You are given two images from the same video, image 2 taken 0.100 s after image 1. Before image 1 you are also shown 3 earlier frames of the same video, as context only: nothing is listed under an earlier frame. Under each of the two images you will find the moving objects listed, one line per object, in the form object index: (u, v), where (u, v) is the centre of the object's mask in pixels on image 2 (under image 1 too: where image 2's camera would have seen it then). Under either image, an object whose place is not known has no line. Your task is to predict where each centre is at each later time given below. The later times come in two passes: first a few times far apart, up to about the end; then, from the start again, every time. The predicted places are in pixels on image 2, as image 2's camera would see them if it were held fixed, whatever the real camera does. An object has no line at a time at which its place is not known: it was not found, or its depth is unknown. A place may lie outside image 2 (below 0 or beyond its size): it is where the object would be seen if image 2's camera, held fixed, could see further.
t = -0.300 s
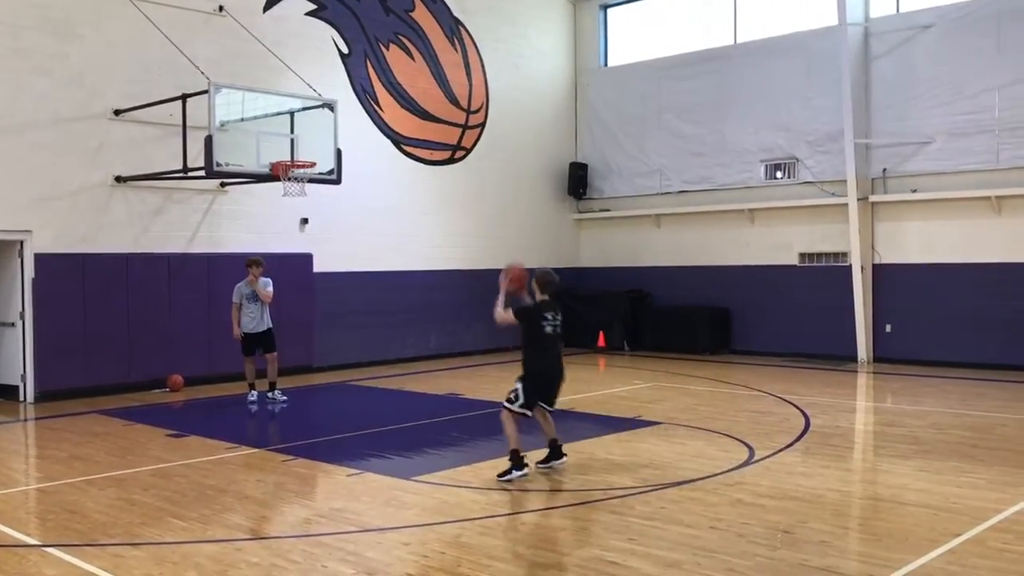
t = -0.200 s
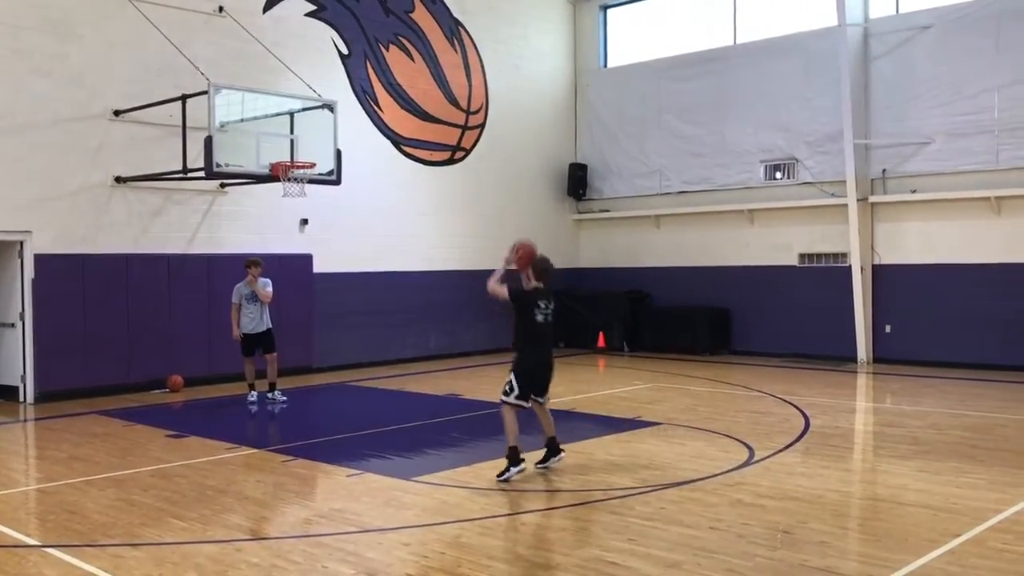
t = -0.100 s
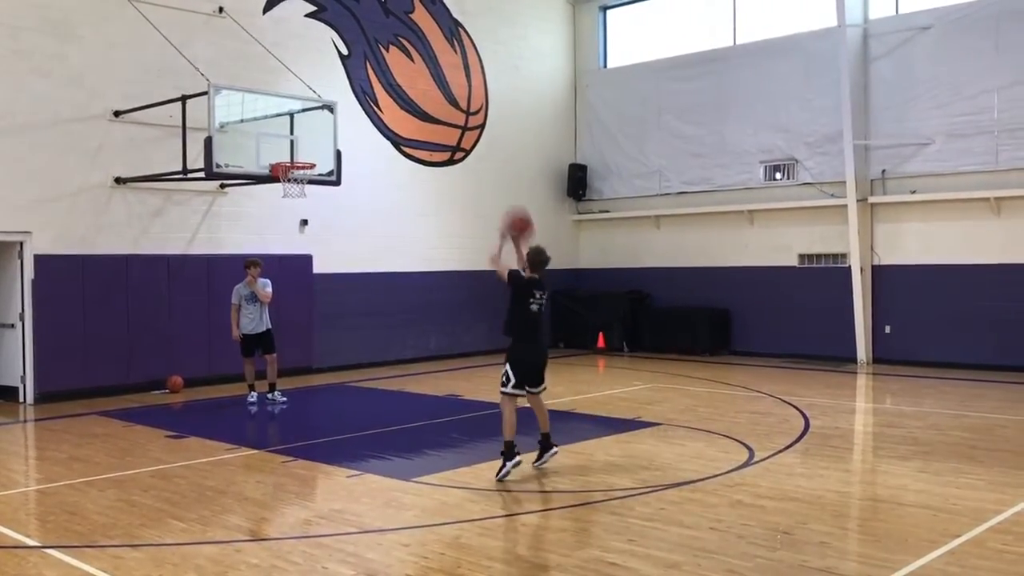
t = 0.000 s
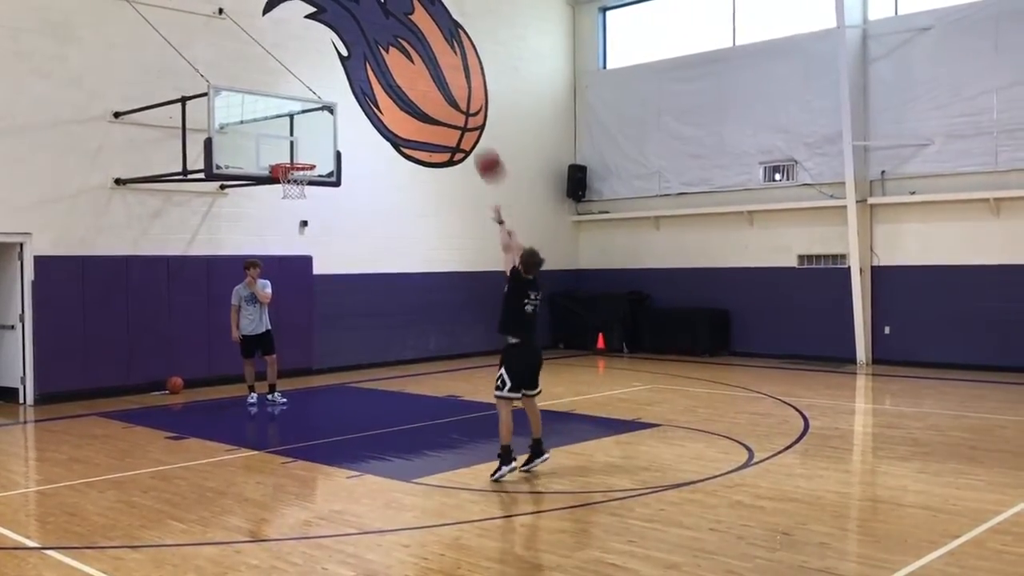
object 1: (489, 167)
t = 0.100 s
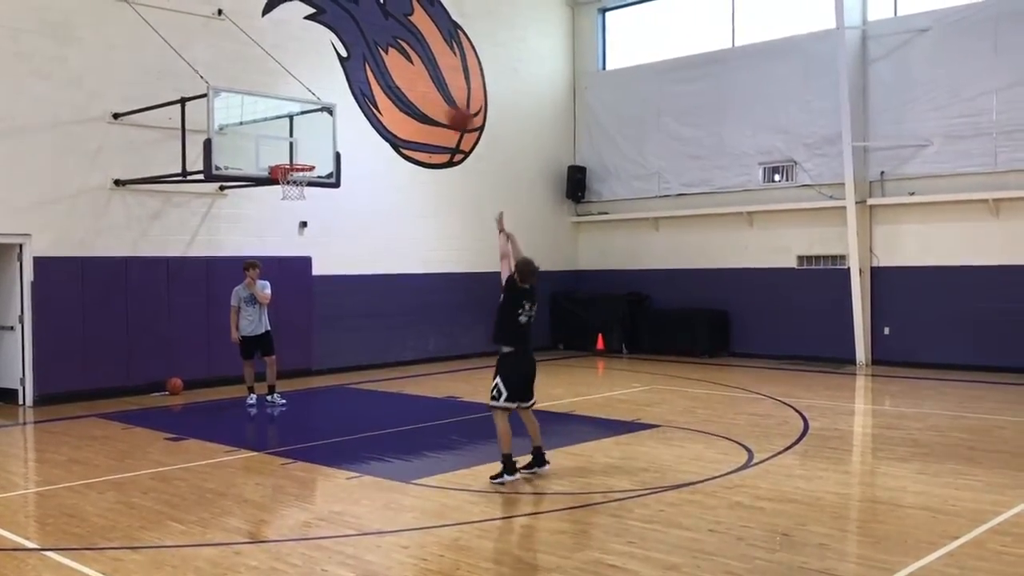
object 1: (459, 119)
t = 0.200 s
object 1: (432, 87)
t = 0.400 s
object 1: (386, 55)
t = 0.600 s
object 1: (345, 65)
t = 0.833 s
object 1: (306, 118)
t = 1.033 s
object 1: (295, 177)
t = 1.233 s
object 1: (320, 197)
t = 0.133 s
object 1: (450, 106)
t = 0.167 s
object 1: (442, 96)
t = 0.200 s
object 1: (432, 87)
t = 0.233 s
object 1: (424, 77)
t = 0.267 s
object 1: (415, 71)
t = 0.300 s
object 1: (408, 65)
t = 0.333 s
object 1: (399, 60)
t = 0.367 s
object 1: (393, 57)
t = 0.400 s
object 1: (386, 55)
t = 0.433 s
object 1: (378, 54)
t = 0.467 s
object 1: (372, 54)
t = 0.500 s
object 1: (364, 56)
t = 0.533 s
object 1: (358, 58)
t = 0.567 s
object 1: (352, 61)
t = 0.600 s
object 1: (345, 65)
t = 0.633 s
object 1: (339, 70)
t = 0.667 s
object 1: (333, 76)
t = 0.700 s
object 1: (327, 83)
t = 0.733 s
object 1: (322, 90)
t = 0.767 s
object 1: (316, 99)
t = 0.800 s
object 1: (312, 107)
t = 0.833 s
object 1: (306, 118)
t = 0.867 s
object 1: (302, 127)
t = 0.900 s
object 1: (296, 139)
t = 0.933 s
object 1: (291, 149)
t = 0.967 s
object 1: (286, 159)
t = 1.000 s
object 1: (288, 172)
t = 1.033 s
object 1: (295, 177)
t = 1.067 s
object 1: (301, 187)
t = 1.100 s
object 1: (306, 188)
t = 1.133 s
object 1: (310, 189)
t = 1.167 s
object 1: (314, 190)
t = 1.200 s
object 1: (316, 192)
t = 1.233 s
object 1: (320, 197)
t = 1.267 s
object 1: (324, 201)
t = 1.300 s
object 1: (327, 206)
